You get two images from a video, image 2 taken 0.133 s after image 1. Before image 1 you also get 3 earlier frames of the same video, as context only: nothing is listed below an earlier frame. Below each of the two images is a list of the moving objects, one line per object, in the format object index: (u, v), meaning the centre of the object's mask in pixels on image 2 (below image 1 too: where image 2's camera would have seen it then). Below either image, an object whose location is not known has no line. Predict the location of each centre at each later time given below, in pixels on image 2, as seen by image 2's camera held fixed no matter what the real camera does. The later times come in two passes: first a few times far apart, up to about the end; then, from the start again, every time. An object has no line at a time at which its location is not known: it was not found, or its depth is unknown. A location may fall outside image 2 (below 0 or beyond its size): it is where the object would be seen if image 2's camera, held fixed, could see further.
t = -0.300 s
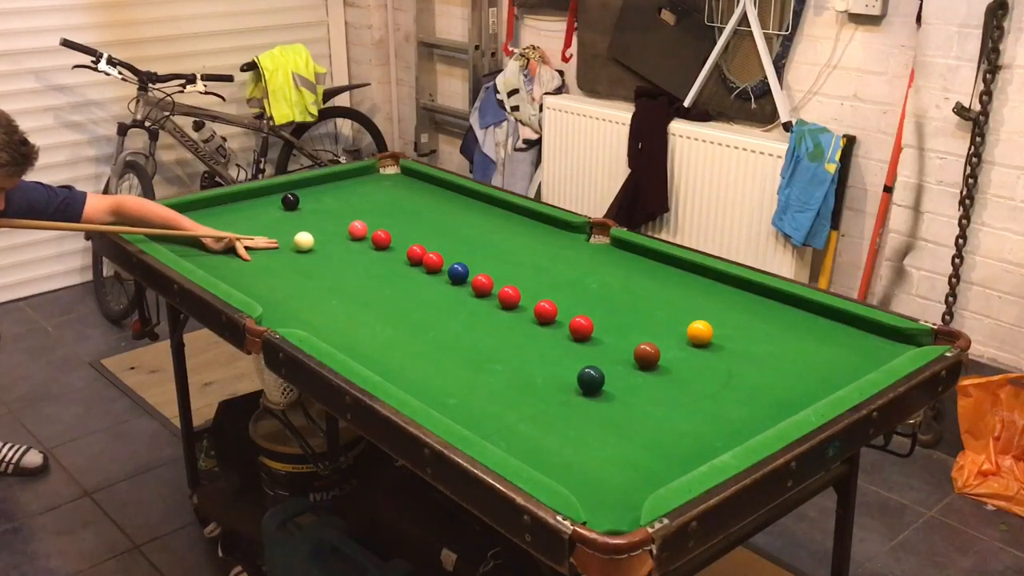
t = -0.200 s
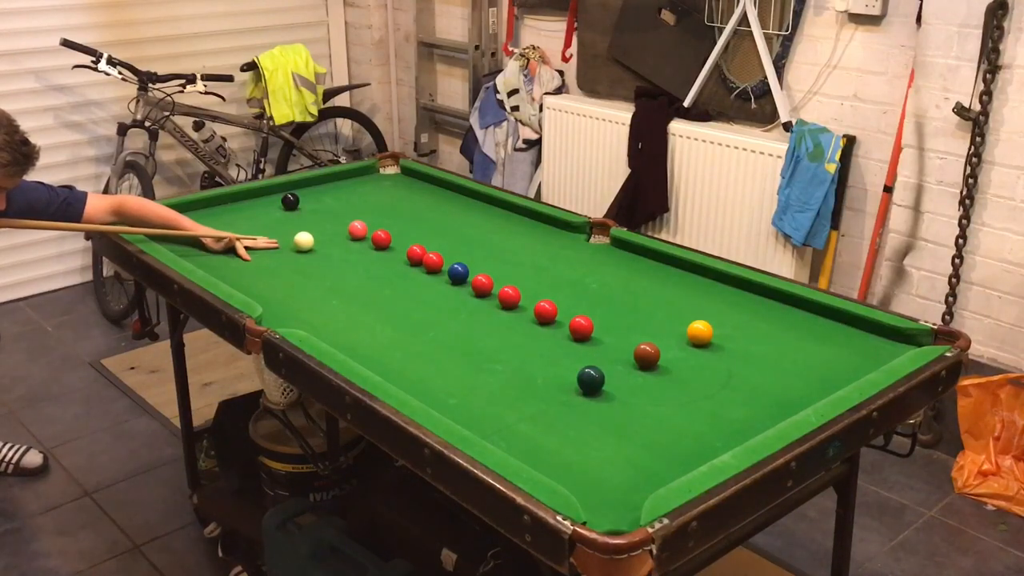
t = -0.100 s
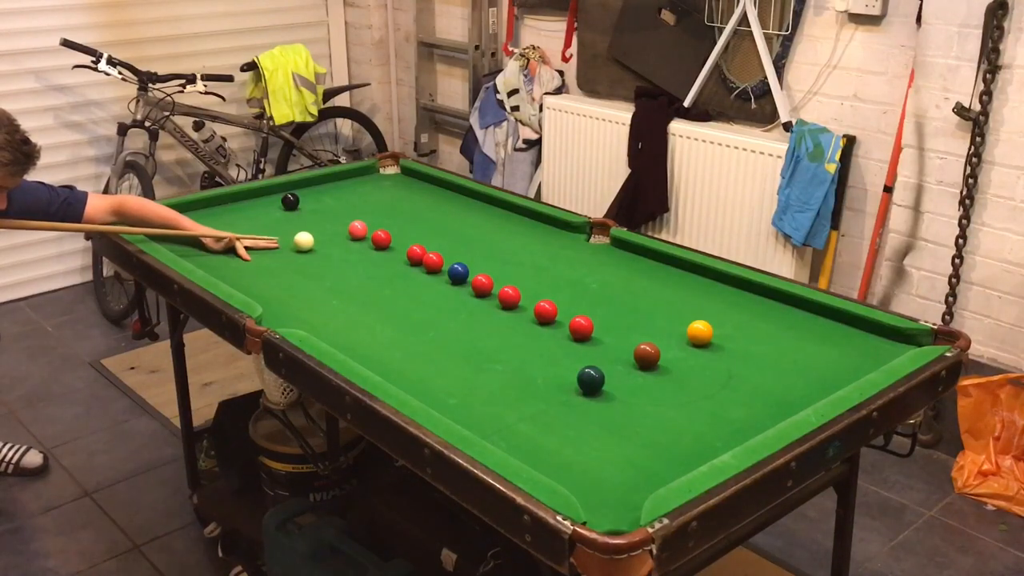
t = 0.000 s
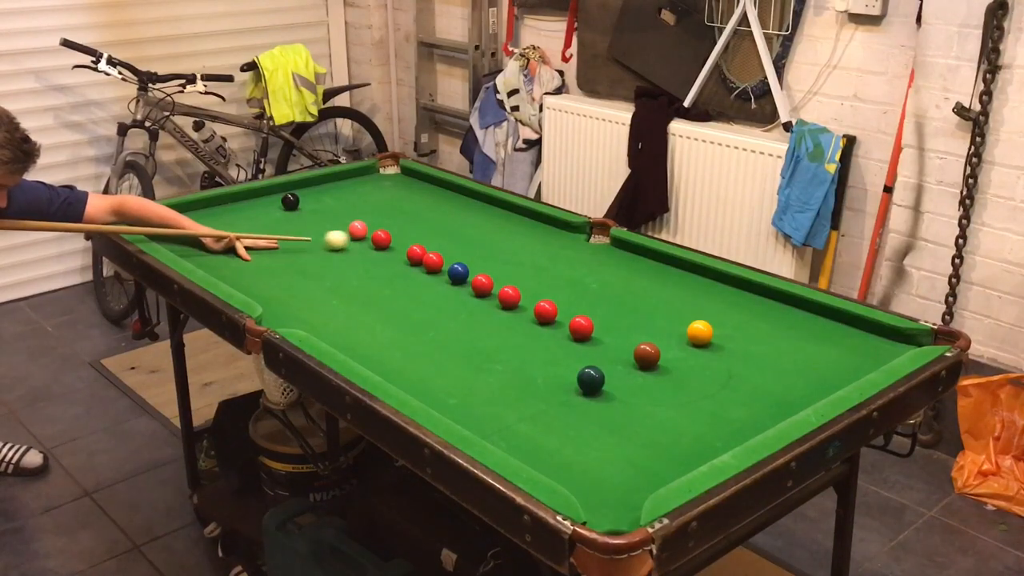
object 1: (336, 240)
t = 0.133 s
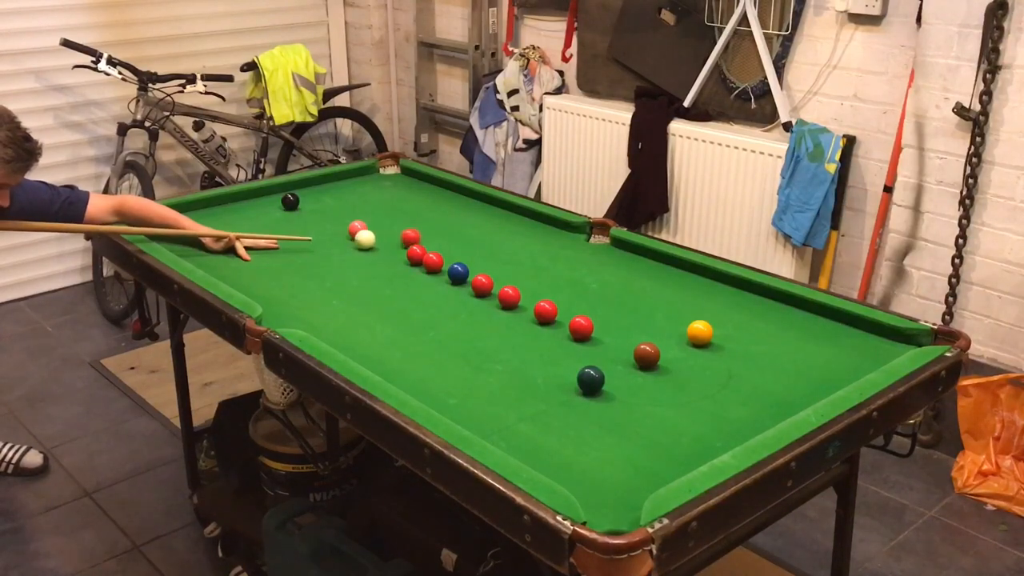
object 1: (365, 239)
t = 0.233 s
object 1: (375, 239)
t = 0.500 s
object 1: (401, 238)
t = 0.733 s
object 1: (421, 236)
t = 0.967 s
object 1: (437, 237)
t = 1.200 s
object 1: (451, 236)
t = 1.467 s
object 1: (464, 236)
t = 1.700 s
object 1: (472, 235)
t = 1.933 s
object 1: (478, 235)
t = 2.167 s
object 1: (481, 235)
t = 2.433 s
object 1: (481, 235)
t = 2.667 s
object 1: (481, 235)
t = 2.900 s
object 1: (481, 235)
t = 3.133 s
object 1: (481, 235)
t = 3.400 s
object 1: (481, 235)
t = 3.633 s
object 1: (481, 235)
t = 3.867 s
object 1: (481, 235)
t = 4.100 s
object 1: (481, 235)
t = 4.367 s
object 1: (481, 235)
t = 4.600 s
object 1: (481, 235)
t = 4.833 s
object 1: (481, 235)
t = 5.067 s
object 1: (481, 235)
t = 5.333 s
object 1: (481, 235)
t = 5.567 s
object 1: (481, 235)
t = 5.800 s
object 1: (481, 235)
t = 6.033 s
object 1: (481, 235)
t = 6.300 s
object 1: (481, 235)
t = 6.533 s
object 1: (481, 235)
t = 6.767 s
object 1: (481, 235)
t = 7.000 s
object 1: (481, 235)
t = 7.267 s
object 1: (481, 235)
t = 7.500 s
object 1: (481, 235)
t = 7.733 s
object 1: (481, 235)
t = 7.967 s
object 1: (481, 235)
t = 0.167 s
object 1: (368, 239)
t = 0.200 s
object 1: (372, 239)
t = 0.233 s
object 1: (375, 239)
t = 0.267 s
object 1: (378, 239)
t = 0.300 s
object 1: (382, 239)
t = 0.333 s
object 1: (385, 239)
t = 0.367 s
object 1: (389, 238)
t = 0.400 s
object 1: (392, 238)
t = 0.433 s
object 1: (395, 238)
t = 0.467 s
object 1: (398, 238)
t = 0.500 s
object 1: (401, 238)
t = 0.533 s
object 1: (404, 238)
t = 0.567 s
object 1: (406, 237)
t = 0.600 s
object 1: (409, 237)
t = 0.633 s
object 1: (412, 237)
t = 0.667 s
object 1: (415, 236)
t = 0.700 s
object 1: (418, 236)
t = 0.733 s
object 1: (421, 236)
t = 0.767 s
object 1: (423, 236)
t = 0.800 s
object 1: (426, 237)
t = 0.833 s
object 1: (428, 237)
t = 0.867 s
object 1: (430, 237)
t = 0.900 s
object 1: (433, 237)
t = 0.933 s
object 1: (435, 237)
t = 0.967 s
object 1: (437, 237)
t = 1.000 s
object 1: (439, 237)
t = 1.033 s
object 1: (441, 237)
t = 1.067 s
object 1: (443, 237)
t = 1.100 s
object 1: (445, 237)
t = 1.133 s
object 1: (447, 237)
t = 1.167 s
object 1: (449, 236)
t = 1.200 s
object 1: (451, 236)
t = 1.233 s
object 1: (453, 236)
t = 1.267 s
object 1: (455, 236)
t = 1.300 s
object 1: (456, 236)
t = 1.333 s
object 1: (458, 236)
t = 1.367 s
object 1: (459, 236)
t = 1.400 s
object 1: (461, 236)
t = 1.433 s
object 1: (462, 236)
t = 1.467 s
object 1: (464, 236)
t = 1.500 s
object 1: (465, 236)
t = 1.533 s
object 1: (467, 236)
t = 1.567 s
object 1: (468, 236)
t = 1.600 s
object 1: (469, 236)
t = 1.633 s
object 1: (470, 236)
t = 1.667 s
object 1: (471, 236)
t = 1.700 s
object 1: (472, 235)
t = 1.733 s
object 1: (473, 236)
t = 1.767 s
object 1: (474, 235)
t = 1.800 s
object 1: (475, 235)
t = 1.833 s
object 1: (476, 235)
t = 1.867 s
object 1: (476, 235)
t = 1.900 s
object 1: (477, 235)
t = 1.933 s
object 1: (478, 235)
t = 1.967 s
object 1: (478, 235)
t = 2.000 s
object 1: (479, 235)
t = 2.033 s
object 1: (479, 235)
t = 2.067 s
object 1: (480, 235)
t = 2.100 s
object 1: (480, 235)
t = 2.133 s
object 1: (480, 235)
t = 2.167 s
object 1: (481, 235)
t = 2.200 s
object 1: (481, 235)
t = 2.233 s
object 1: (481, 235)
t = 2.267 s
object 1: (481, 235)
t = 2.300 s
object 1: (481, 235)
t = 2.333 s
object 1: (481, 235)
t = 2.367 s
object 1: (481, 235)
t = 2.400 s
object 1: (481, 235)
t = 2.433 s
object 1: (481, 235)
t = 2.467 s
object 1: (481, 235)
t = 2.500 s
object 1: (481, 235)
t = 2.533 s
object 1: (481, 235)
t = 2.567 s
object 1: (481, 235)
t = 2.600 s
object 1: (481, 235)
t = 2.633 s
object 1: (481, 235)
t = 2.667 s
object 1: (481, 235)
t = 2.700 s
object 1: (481, 235)
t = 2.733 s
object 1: (481, 235)
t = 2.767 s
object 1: (481, 235)
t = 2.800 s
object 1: (481, 235)
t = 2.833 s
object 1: (481, 235)
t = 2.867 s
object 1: (481, 235)
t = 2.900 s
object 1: (481, 235)
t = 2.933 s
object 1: (481, 235)
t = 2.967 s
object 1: (481, 235)
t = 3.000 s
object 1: (481, 235)
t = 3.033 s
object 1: (481, 235)
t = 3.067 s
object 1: (481, 235)
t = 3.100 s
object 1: (481, 235)
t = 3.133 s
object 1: (481, 235)
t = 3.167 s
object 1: (481, 235)
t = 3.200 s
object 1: (481, 235)
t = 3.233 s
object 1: (481, 235)
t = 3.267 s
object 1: (481, 235)
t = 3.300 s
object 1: (481, 235)
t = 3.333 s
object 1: (481, 235)
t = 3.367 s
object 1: (481, 235)
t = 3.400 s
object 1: (481, 235)
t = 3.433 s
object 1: (481, 235)
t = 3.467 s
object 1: (481, 235)
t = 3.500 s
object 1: (481, 235)
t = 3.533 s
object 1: (481, 235)
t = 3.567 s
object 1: (481, 235)
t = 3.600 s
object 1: (481, 235)
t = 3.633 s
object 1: (481, 235)
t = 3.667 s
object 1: (481, 235)
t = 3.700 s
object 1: (481, 235)
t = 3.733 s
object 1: (481, 235)
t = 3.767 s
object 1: (481, 235)
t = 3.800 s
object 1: (481, 235)
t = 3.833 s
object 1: (481, 235)
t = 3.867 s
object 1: (481, 235)
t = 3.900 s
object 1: (481, 235)
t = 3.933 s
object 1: (481, 235)
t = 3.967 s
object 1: (481, 235)
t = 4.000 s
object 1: (481, 235)
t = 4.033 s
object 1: (481, 235)
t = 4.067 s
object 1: (481, 235)
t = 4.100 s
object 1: (481, 235)
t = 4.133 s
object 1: (481, 235)
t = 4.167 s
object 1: (481, 235)
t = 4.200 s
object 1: (481, 235)
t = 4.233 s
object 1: (481, 235)
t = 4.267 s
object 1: (481, 235)
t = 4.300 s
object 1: (481, 235)
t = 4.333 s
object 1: (481, 235)
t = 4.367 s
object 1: (481, 235)
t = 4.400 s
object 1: (481, 235)
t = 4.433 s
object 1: (481, 235)
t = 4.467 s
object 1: (481, 235)
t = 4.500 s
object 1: (481, 235)
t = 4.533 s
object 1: (481, 235)
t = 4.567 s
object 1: (481, 235)
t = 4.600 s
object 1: (481, 235)
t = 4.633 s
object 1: (481, 235)
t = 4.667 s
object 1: (481, 235)
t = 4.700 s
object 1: (481, 235)
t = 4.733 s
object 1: (481, 235)
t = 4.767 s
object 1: (481, 235)
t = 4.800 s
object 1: (481, 235)
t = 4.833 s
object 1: (481, 235)
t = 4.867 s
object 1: (481, 235)
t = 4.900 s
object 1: (481, 235)
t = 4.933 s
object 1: (481, 235)
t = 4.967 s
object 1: (481, 235)
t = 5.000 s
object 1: (481, 235)
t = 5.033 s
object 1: (481, 235)
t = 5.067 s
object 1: (481, 235)
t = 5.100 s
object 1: (481, 235)
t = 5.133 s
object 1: (481, 235)
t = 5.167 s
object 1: (481, 235)
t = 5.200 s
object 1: (481, 235)
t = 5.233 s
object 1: (481, 235)
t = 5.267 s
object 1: (481, 235)
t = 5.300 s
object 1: (481, 235)
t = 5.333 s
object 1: (481, 235)
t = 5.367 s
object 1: (481, 235)
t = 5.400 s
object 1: (481, 235)
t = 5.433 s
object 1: (481, 235)
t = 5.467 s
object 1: (481, 235)
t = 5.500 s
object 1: (481, 235)
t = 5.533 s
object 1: (481, 235)
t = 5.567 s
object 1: (481, 235)
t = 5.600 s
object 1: (481, 235)
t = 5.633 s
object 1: (481, 235)
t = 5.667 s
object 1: (481, 235)
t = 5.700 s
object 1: (481, 235)
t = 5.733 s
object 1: (481, 235)
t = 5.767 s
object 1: (481, 235)
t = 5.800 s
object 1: (481, 235)
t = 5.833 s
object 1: (481, 235)
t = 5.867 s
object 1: (481, 235)
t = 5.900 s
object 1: (481, 235)
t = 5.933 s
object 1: (481, 235)
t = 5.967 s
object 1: (481, 235)
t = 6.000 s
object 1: (481, 235)
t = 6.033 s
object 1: (481, 235)
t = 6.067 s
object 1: (481, 235)
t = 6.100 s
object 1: (481, 235)
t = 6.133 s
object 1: (481, 235)
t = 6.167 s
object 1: (481, 235)
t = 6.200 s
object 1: (481, 235)
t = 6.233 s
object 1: (481, 235)
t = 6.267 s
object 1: (481, 235)
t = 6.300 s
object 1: (481, 235)
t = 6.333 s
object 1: (481, 235)
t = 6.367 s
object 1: (481, 235)
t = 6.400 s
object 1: (481, 235)
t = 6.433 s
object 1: (481, 235)
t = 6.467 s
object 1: (481, 235)
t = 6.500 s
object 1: (481, 235)
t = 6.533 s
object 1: (481, 235)
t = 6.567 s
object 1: (481, 235)
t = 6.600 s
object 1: (481, 235)
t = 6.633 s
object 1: (481, 235)
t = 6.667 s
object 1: (481, 235)
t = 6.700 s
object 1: (481, 235)
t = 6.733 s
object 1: (481, 235)
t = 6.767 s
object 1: (481, 235)
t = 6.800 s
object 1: (481, 235)
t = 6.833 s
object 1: (481, 235)
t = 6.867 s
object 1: (481, 235)
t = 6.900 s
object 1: (481, 235)
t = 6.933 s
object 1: (481, 235)
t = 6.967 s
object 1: (481, 235)
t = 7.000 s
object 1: (481, 235)
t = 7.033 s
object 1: (481, 235)
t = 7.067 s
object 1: (481, 235)
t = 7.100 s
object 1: (481, 235)
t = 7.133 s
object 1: (481, 235)
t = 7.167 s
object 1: (481, 235)
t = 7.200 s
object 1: (481, 235)
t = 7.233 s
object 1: (481, 235)
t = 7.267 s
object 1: (481, 235)
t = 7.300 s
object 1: (481, 235)
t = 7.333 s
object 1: (481, 235)
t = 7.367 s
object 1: (481, 235)
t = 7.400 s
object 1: (481, 235)
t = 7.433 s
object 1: (481, 235)
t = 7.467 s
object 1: (481, 235)
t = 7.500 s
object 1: (481, 235)
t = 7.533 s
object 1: (482, 235)
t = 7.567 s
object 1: (481, 235)
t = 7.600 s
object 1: (481, 235)
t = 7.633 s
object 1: (481, 235)
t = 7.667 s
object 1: (481, 235)
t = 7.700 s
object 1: (481, 235)
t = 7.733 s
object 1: (481, 235)
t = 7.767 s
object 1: (481, 235)
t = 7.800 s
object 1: (481, 235)
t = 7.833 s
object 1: (481, 235)
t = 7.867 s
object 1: (481, 235)
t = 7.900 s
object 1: (481, 235)
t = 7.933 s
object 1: (481, 235)
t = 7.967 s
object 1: (481, 235)
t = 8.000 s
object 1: (481, 235)
